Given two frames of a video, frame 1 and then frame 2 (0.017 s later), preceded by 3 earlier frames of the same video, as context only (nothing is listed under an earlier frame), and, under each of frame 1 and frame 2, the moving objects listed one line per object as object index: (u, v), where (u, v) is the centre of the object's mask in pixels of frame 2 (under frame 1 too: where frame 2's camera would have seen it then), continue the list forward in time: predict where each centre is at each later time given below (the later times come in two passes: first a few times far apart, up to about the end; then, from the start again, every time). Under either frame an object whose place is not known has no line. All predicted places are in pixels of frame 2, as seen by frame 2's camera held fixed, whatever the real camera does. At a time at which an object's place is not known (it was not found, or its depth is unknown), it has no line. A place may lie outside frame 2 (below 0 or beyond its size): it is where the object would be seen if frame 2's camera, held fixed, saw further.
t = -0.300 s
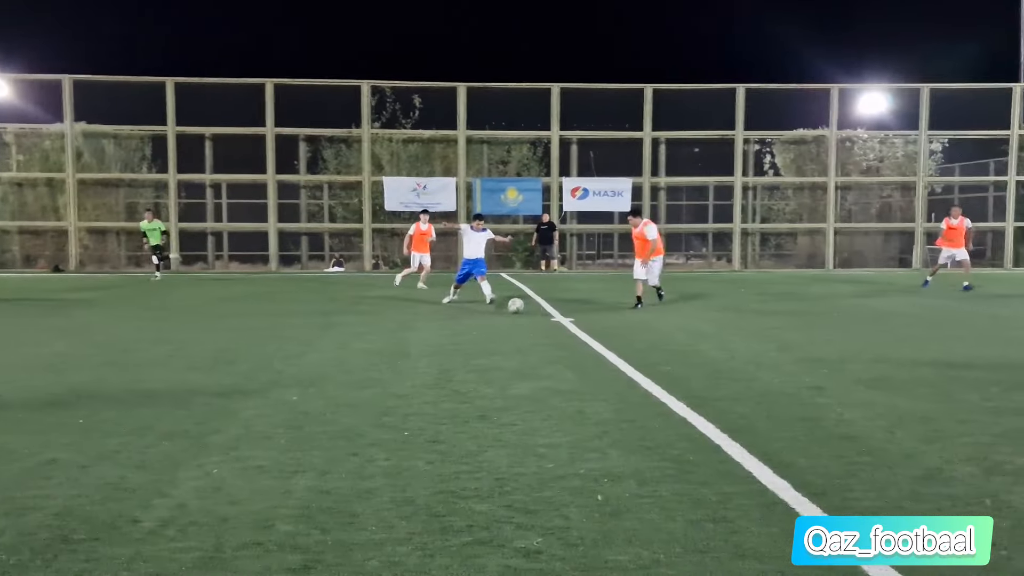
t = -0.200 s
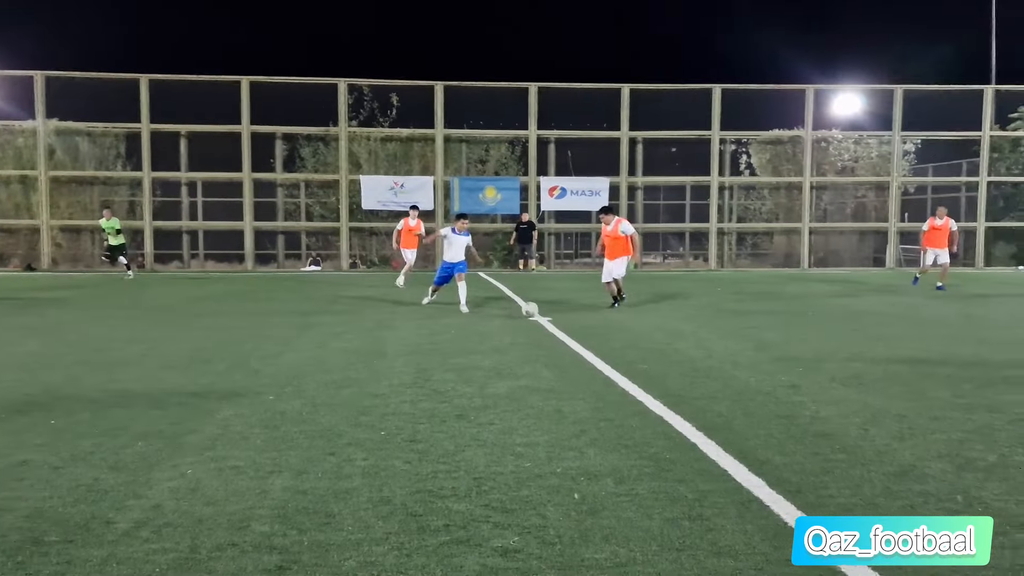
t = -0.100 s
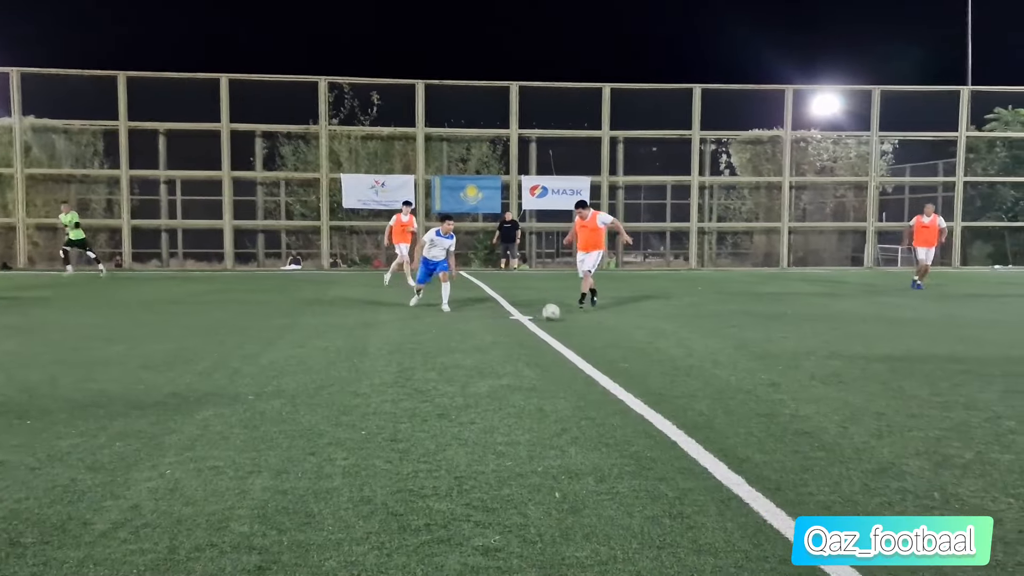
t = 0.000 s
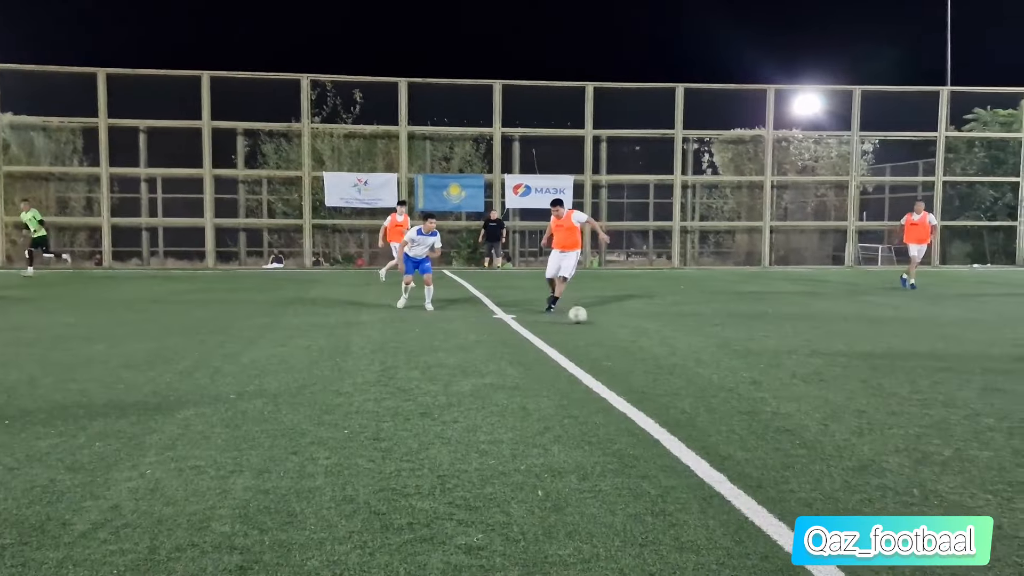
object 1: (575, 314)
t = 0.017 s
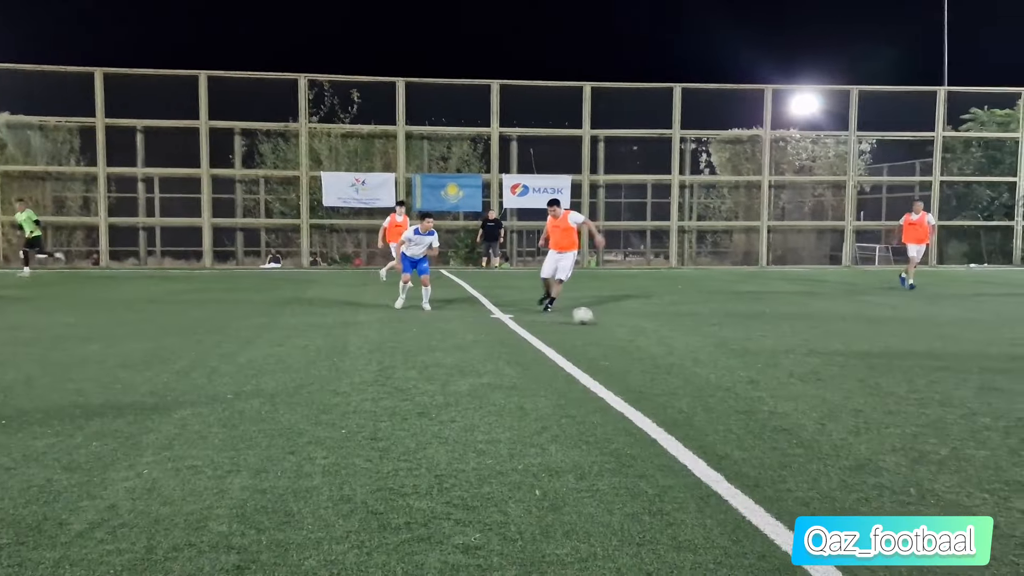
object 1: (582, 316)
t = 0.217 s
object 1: (682, 324)
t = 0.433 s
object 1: (810, 335)
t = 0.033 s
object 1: (589, 317)
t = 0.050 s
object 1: (599, 317)
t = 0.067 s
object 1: (606, 318)
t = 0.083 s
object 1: (613, 318)
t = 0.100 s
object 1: (622, 319)
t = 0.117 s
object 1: (630, 320)
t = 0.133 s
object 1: (638, 320)
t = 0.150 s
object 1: (648, 321)
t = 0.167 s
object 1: (656, 321)
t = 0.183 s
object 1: (664, 322)
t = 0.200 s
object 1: (674, 323)
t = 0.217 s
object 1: (682, 324)
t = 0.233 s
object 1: (691, 325)
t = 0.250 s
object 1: (701, 326)
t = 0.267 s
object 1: (708, 326)
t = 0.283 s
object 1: (719, 327)
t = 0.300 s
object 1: (729, 328)
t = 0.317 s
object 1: (737, 329)
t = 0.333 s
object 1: (748, 330)
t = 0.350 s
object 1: (758, 331)
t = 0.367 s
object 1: (766, 332)
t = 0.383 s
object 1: (778, 333)
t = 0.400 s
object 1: (789, 334)
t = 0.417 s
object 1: (798, 334)
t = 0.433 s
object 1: (810, 335)
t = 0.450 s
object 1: (821, 337)
